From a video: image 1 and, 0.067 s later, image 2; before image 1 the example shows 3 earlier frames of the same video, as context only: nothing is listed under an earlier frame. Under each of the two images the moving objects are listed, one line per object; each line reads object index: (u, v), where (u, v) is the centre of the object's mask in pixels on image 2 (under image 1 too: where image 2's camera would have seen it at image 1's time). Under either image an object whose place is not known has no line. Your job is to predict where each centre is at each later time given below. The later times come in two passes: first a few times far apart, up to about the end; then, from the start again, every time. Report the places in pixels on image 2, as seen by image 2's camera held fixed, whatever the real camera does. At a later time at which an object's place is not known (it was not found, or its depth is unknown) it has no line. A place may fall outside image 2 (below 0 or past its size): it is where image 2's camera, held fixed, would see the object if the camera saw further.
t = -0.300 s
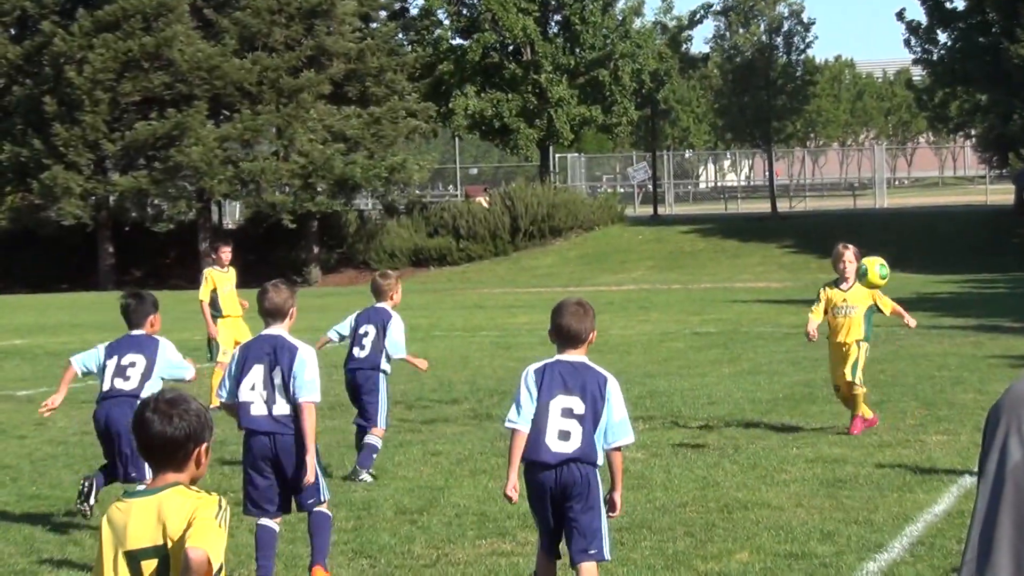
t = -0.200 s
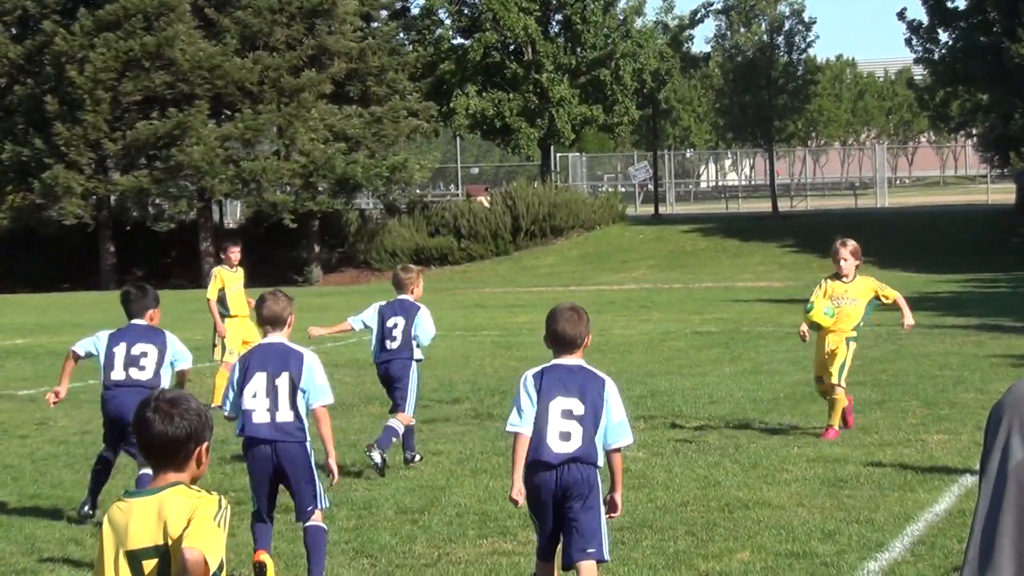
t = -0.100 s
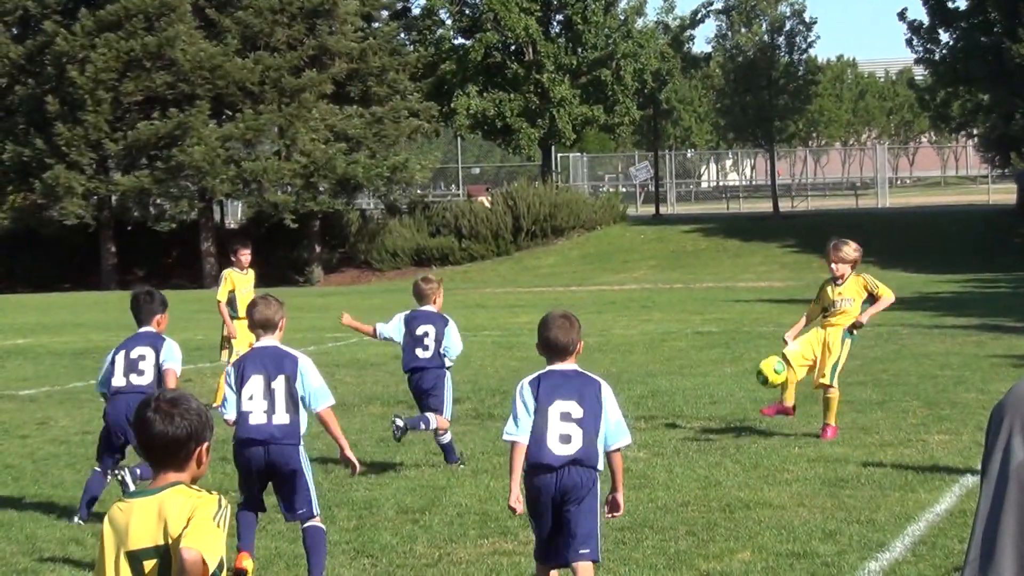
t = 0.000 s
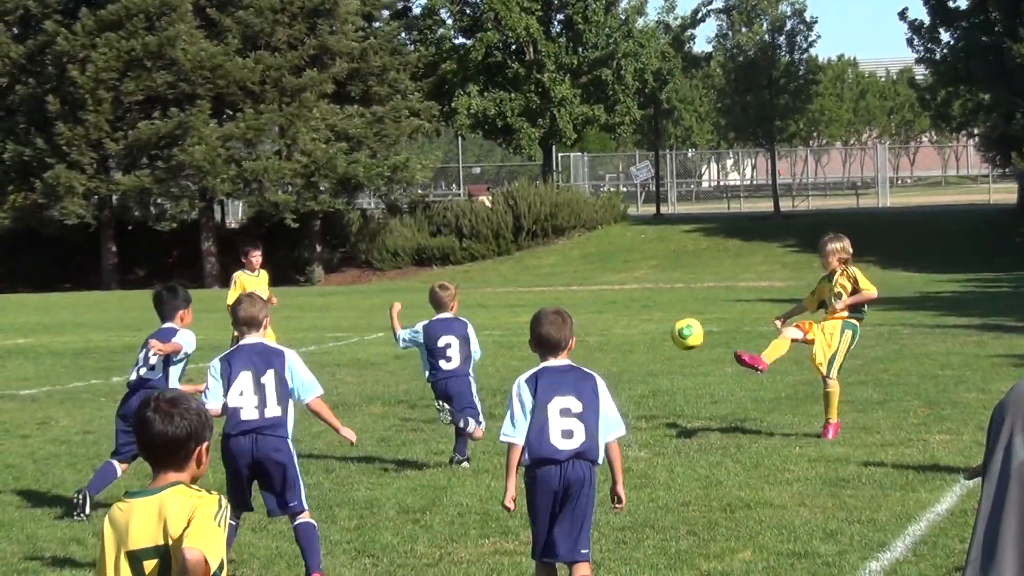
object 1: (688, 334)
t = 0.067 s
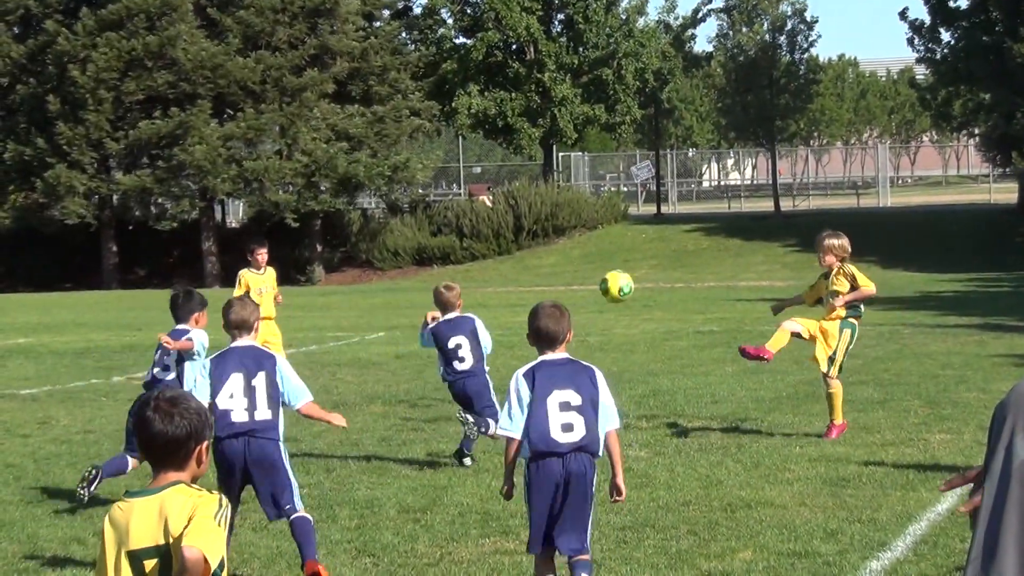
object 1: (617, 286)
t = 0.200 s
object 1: (459, 204)
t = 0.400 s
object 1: (169, 131)
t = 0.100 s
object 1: (579, 264)
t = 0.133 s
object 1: (541, 243)
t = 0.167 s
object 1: (501, 223)
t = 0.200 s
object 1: (459, 204)
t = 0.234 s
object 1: (415, 189)
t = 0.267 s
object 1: (369, 173)
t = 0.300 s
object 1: (323, 160)
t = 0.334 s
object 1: (272, 146)
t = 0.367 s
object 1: (223, 134)
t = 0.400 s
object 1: (169, 131)
